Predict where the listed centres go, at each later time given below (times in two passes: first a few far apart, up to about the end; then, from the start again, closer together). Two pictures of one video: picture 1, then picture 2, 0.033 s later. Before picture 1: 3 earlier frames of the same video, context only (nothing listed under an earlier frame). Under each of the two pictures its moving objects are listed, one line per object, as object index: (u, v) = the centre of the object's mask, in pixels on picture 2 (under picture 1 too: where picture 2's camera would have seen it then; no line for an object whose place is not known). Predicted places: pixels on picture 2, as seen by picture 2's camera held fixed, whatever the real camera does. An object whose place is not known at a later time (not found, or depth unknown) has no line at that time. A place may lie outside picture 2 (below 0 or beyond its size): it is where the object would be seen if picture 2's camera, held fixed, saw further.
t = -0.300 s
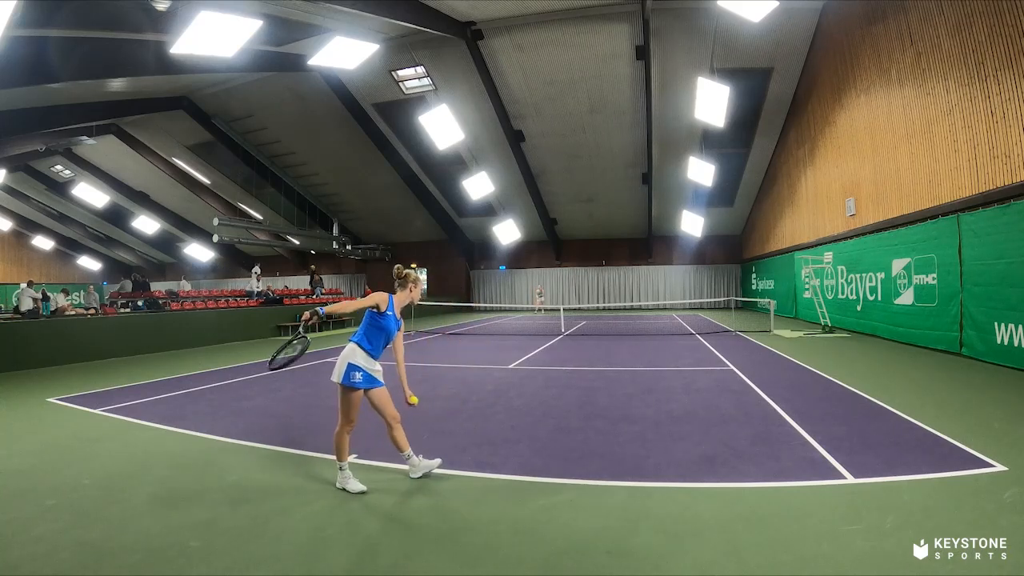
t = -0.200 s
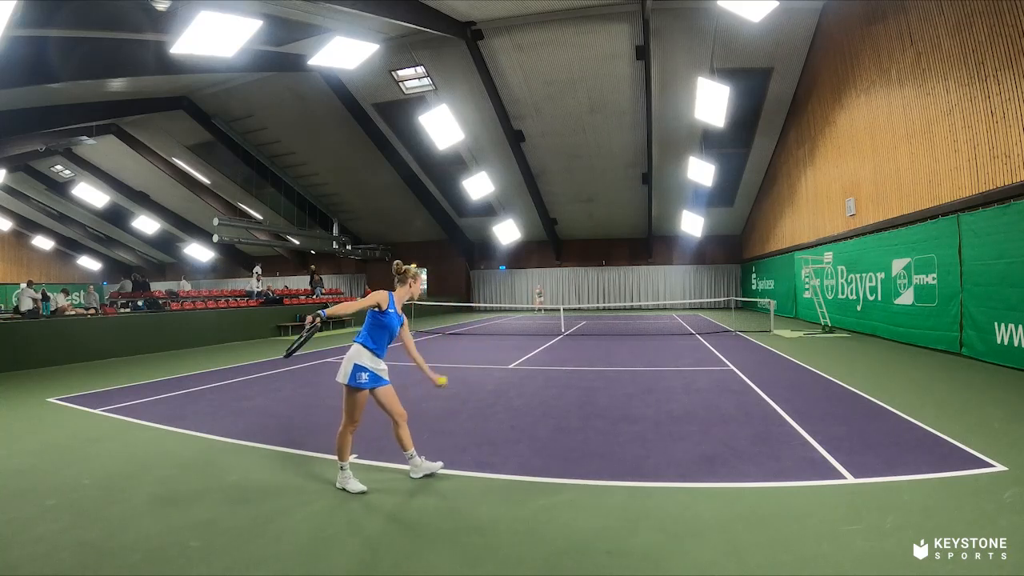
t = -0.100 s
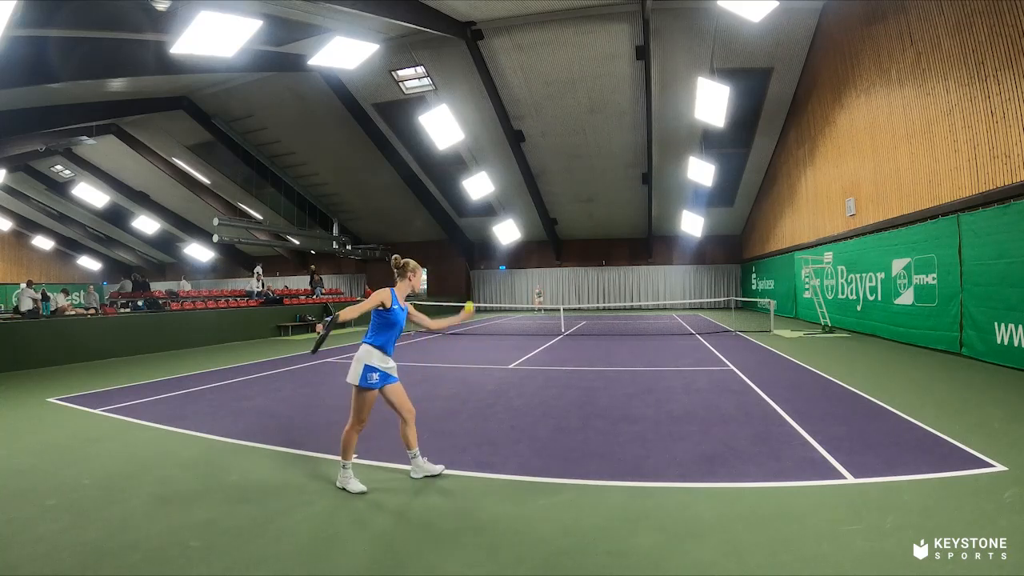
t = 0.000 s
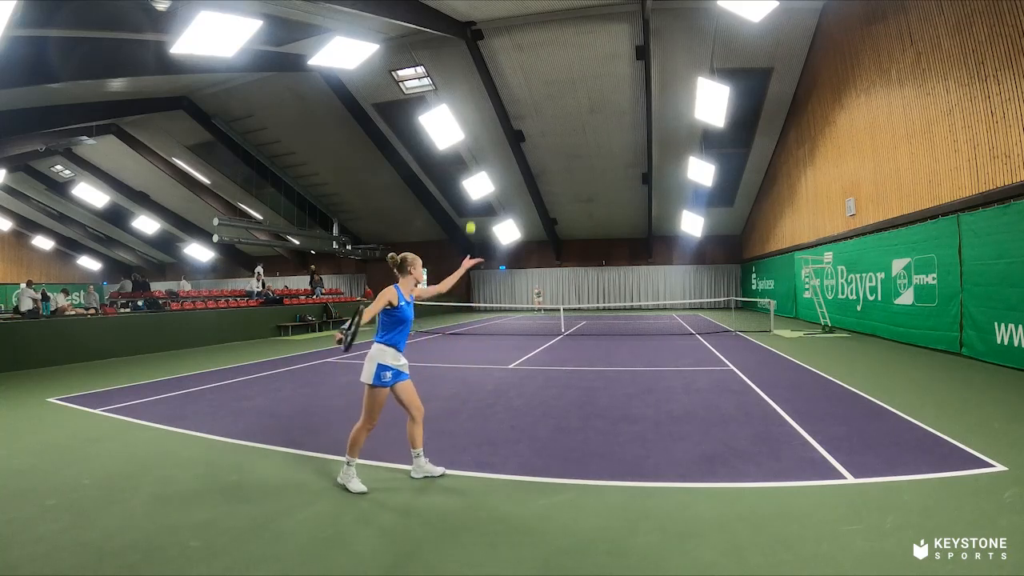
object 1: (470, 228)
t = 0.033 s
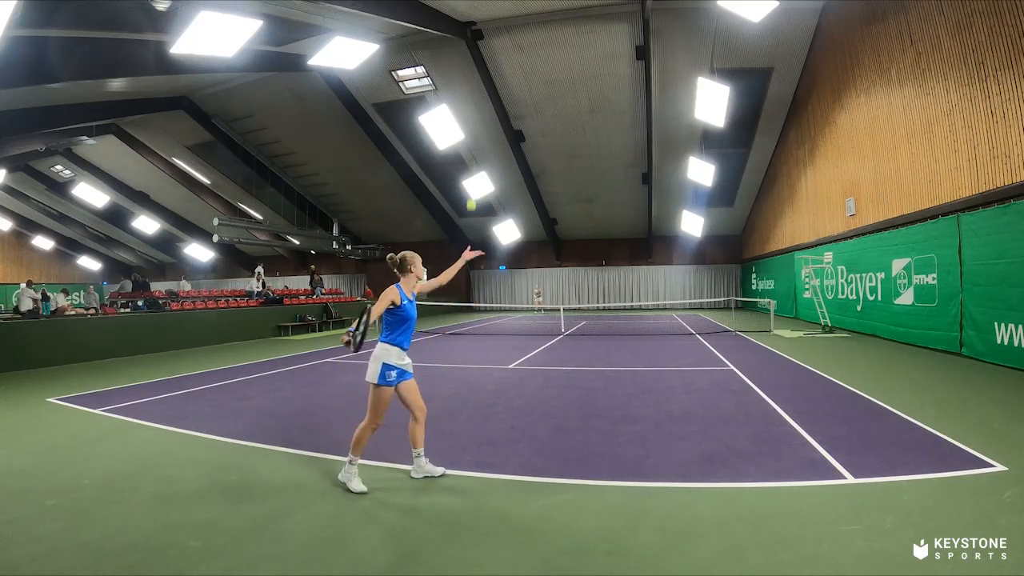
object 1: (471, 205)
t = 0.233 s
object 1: (475, 101)
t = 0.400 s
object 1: (478, 56)
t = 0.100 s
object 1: (472, 163)
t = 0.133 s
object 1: (473, 146)
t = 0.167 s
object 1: (474, 129)
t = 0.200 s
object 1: (475, 115)
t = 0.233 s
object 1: (475, 101)
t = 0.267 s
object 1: (476, 90)
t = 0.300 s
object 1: (476, 79)
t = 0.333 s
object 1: (477, 70)
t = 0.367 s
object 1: (478, 63)
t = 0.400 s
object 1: (478, 56)
